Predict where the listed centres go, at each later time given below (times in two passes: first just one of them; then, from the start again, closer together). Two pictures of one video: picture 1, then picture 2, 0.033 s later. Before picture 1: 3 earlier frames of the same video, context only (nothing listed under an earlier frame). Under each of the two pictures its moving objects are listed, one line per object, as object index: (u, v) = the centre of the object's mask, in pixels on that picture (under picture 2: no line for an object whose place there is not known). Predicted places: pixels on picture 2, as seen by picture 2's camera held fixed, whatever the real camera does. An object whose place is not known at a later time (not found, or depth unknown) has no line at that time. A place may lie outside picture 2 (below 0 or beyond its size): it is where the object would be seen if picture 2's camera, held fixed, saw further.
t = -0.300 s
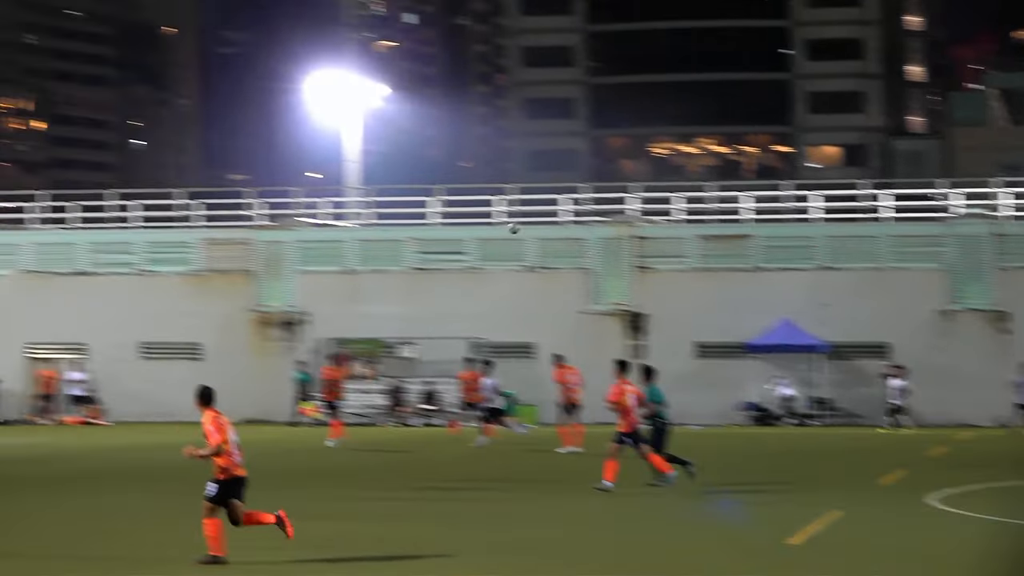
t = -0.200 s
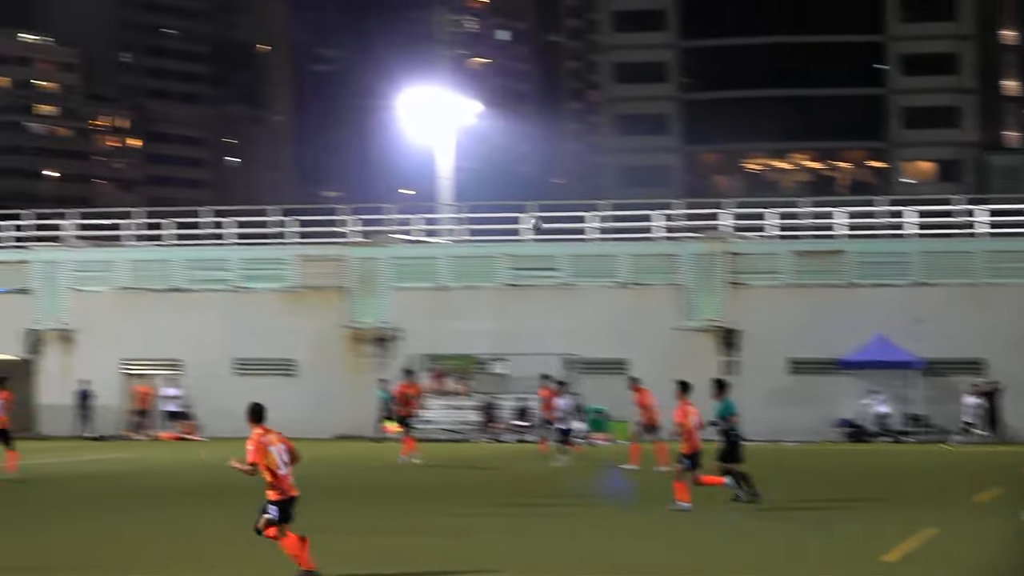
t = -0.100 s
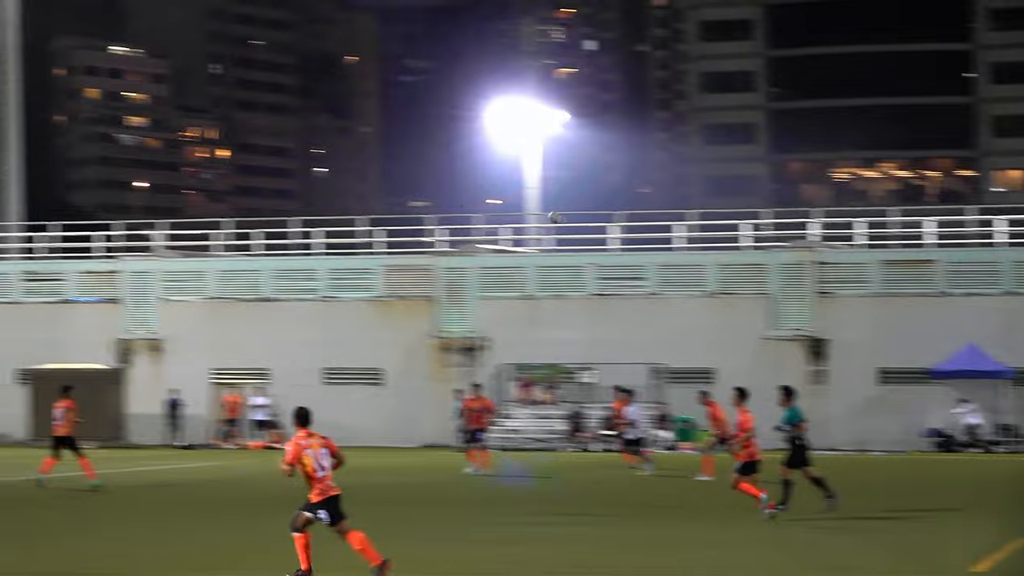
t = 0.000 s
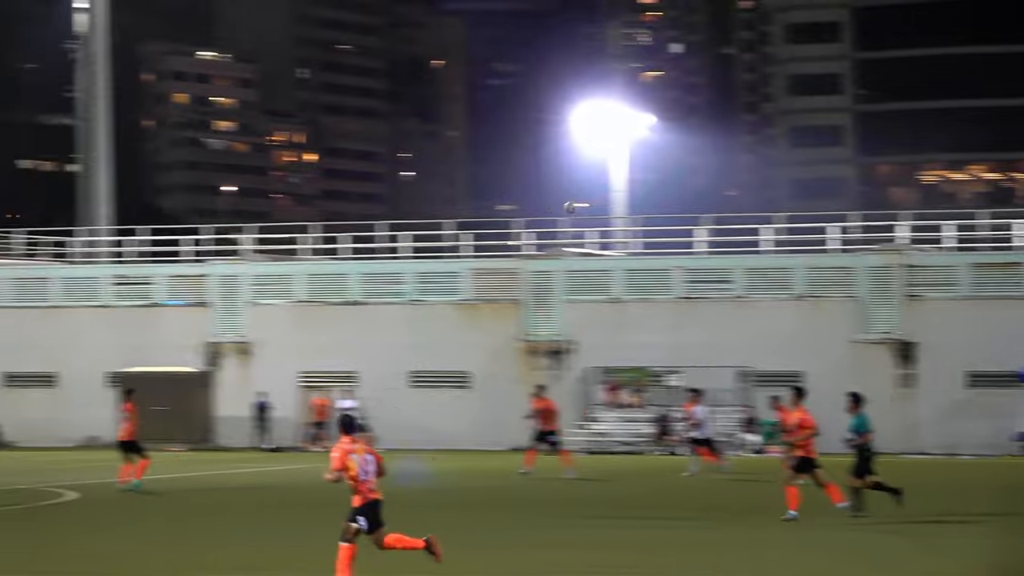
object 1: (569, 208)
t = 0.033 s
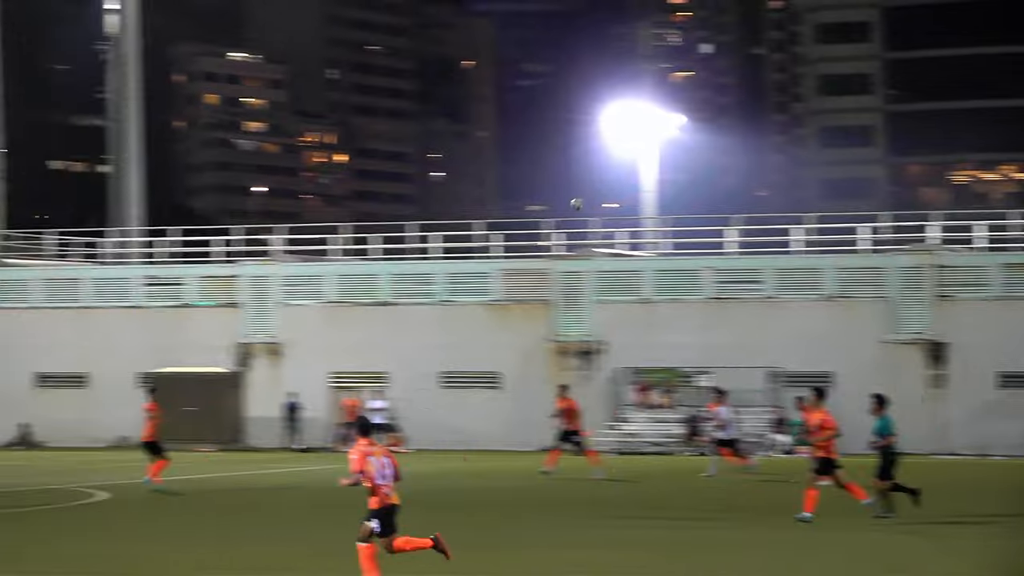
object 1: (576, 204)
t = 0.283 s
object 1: (404, 192)
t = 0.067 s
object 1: (555, 200)
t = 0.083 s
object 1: (544, 199)
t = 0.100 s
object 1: (533, 198)
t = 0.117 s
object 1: (523, 197)
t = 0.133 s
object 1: (510, 196)
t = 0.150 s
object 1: (498, 195)
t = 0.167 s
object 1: (486, 194)
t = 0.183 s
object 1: (475, 194)
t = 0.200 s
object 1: (463, 193)
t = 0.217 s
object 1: (451, 193)
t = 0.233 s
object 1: (439, 192)
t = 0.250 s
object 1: (427, 192)
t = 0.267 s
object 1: (415, 192)
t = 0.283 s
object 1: (404, 192)
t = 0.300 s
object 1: (392, 192)
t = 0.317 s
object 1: (380, 192)
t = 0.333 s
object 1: (369, 193)
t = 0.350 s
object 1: (357, 194)
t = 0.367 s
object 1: (345, 194)
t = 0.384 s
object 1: (333, 195)
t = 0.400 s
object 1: (321, 195)
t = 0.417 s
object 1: (309, 196)
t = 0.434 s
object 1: (297, 197)
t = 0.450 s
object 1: (285, 198)
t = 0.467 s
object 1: (274, 199)
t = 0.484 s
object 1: (262, 200)
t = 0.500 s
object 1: (250, 201)
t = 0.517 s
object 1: (238, 203)
